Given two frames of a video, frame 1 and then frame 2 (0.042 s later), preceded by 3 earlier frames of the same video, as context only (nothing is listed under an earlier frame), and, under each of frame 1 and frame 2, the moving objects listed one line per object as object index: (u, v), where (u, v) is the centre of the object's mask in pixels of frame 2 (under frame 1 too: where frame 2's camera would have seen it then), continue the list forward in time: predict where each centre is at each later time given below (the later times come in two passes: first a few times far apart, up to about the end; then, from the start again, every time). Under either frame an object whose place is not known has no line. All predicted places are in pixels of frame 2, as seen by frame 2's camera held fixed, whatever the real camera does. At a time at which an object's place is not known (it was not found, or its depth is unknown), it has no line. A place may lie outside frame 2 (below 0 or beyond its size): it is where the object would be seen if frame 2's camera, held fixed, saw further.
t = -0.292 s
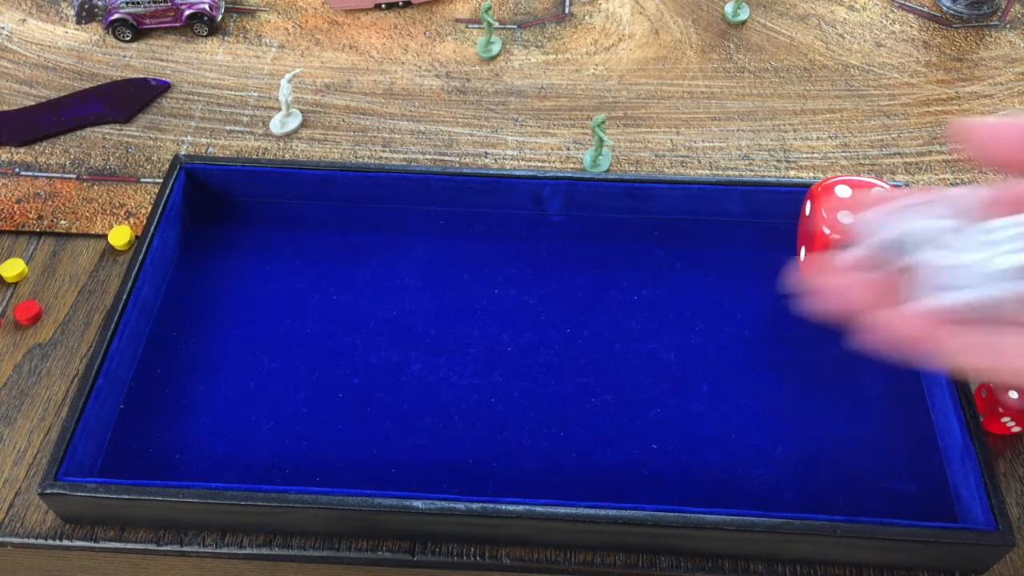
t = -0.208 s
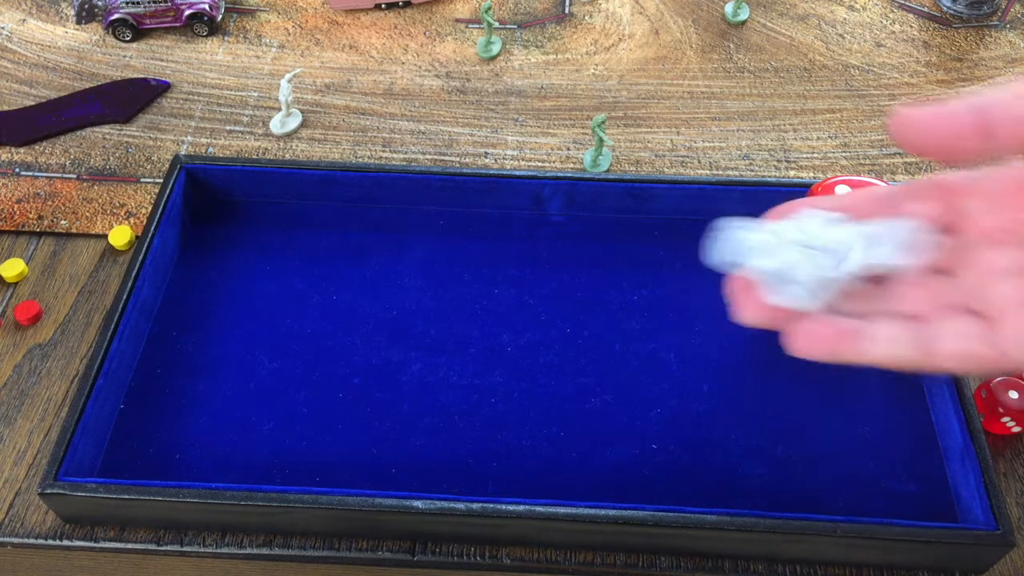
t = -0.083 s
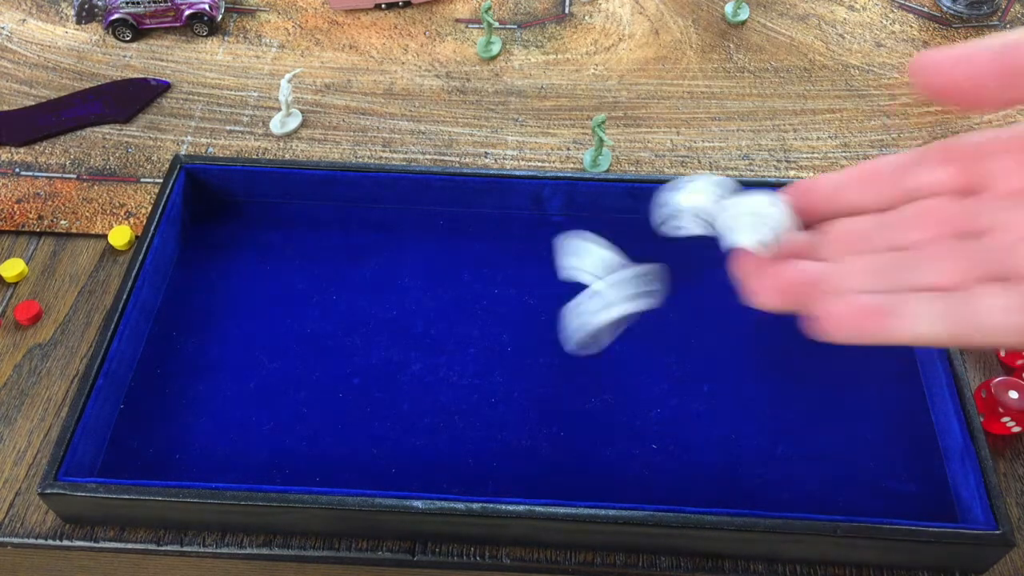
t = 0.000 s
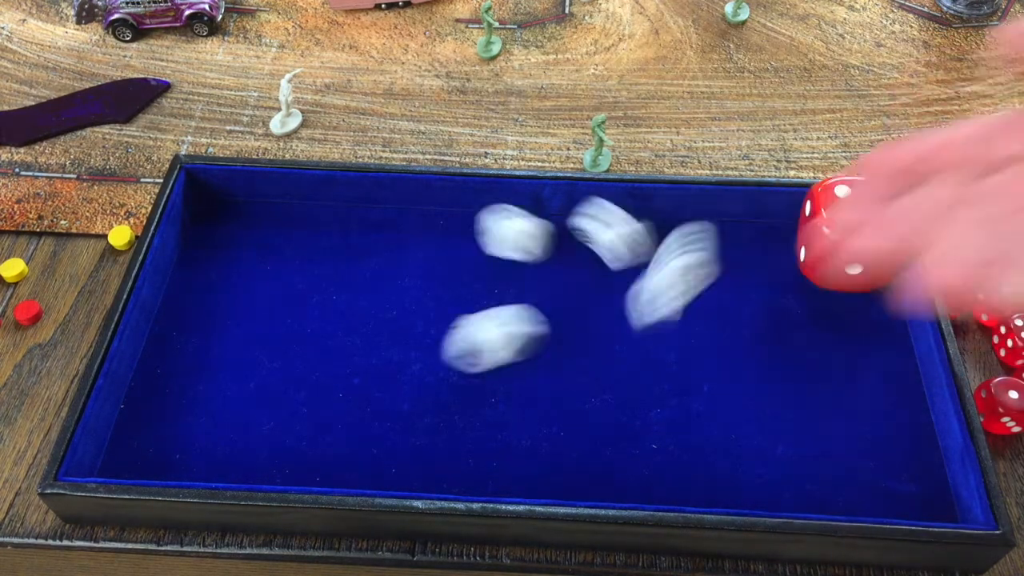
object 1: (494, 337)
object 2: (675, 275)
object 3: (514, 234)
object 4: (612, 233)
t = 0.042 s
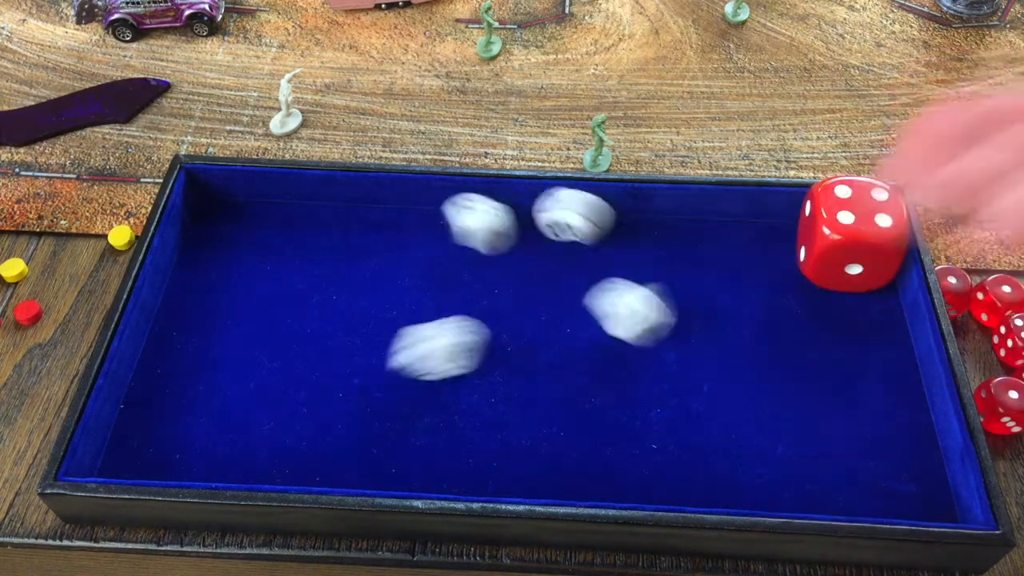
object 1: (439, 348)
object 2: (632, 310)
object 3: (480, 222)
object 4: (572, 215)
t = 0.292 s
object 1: (235, 354)
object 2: (441, 299)
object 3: (426, 224)
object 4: (506, 226)
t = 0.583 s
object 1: (257, 320)
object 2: (448, 324)
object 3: (426, 224)
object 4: (506, 226)
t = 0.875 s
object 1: (255, 318)
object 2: (449, 324)
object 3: (426, 224)
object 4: (506, 226)
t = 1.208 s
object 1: (255, 318)
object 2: (449, 324)
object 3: (426, 224)
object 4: (506, 226)
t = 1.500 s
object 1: (255, 318)
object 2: (448, 324)
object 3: (426, 224)
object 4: (506, 226)
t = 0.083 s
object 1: (385, 360)
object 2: (587, 306)
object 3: (451, 216)
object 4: (544, 215)
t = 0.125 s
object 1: (338, 370)
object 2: (545, 303)
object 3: (433, 219)
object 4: (526, 222)
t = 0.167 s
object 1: (297, 375)
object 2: (512, 302)
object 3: (428, 222)
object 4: (510, 226)
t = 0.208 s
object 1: (266, 373)
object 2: (480, 304)
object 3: (426, 224)
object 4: (506, 226)
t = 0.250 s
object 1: (243, 363)
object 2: (456, 302)
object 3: (426, 224)
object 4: (506, 226)
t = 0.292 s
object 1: (235, 354)
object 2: (441, 299)
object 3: (426, 224)
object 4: (506, 226)
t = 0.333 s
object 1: (230, 345)
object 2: (436, 302)
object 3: (426, 224)
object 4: (506, 226)
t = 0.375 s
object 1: (233, 338)
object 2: (439, 309)
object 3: (426, 224)
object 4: (506, 226)
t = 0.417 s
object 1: (242, 334)
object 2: (444, 317)
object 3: (426, 224)
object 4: (506, 226)
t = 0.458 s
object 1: (252, 331)
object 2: (448, 323)
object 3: (426, 224)
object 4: (506, 226)
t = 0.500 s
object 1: (257, 328)
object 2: (449, 324)
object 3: (426, 224)
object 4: (506, 226)
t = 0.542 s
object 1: (258, 323)
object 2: (449, 324)
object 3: (426, 224)
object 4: (506, 226)
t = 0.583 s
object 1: (257, 320)
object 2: (448, 324)
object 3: (426, 224)
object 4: (506, 226)
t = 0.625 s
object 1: (255, 318)
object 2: (449, 324)
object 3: (426, 224)
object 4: (506, 226)
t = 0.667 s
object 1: (255, 318)
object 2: (449, 324)
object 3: (426, 224)
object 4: (506, 226)
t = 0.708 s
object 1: (255, 318)
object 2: (449, 324)
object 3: (426, 224)
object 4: (506, 226)
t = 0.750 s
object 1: (255, 318)
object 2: (449, 324)
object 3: (426, 224)
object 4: (506, 226)
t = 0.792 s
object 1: (255, 318)
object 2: (448, 324)
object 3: (426, 224)
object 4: (506, 226)
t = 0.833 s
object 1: (255, 318)
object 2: (449, 324)
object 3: (426, 224)
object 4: (506, 226)
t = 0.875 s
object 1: (255, 318)
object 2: (449, 324)
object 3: (426, 224)
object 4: (506, 226)
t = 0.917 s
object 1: (255, 318)
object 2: (449, 324)
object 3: (426, 224)
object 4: (506, 226)
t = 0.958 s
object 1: (255, 318)
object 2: (449, 324)
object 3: (426, 224)
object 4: (506, 226)
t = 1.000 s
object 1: (255, 318)
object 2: (449, 324)
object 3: (426, 224)
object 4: (506, 226)
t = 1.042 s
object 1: (255, 318)
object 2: (449, 324)
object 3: (426, 224)
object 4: (506, 226)
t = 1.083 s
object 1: (255, 318)
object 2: (449, 324)
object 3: (426, 224)
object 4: (506, 226)
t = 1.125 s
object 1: (255, 318)
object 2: (449, 324)
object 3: (426, 224)
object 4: (506, 226)
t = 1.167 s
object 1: (255, 318)
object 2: (449, 324)
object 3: (426, 224)
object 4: (506, 226)
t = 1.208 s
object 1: (255, 318)
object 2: (449, 324)
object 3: (426, 224)
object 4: (506, 226)
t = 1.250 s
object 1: (255, 318)
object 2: (449, 324)
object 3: (426, 224)
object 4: (506, 226)
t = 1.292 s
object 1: (255, 318)
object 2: (449, 324)
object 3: (426, 224)
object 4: (506, 226)
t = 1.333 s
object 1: (255, 318)
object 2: (449, 324)
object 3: (426, 224)
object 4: (506, 226)
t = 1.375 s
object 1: (255, 318)
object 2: (449, 324)
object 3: (426, 224)
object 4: (506, 226)
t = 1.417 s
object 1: (255, 318)
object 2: (449, 324)
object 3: (426, 224)
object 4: (506, 226)
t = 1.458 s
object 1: (255, 318)
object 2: (448, 324)
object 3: (426, 224)
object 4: (506, 226)
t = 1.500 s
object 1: (255, 318)
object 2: (448, 324)
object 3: (426, 224)
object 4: (506, 226)
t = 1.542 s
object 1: (255, 318)
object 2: (448, 324)
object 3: (426, 224)
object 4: (506, 226)
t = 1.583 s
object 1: (255, 318)
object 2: (448, 324)
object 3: (426, 224)
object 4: (506, 226)
